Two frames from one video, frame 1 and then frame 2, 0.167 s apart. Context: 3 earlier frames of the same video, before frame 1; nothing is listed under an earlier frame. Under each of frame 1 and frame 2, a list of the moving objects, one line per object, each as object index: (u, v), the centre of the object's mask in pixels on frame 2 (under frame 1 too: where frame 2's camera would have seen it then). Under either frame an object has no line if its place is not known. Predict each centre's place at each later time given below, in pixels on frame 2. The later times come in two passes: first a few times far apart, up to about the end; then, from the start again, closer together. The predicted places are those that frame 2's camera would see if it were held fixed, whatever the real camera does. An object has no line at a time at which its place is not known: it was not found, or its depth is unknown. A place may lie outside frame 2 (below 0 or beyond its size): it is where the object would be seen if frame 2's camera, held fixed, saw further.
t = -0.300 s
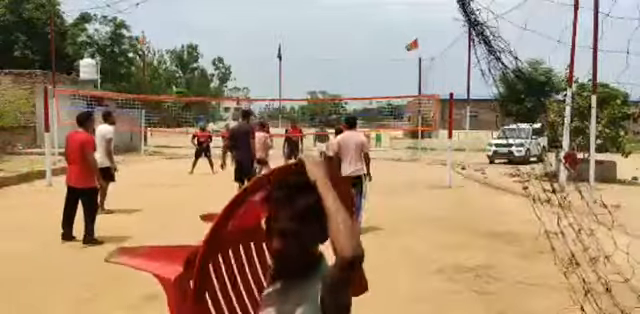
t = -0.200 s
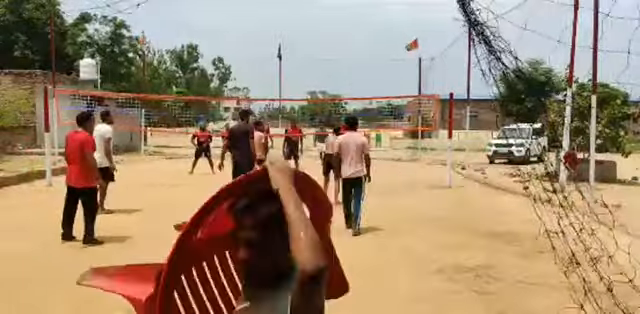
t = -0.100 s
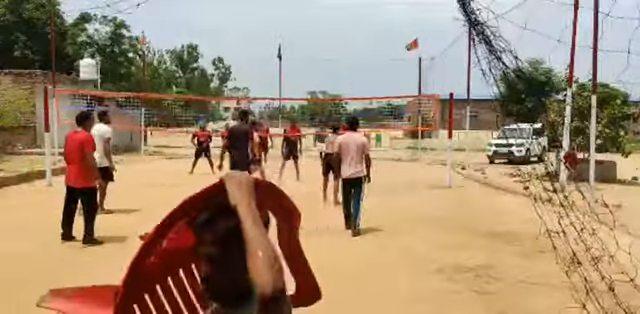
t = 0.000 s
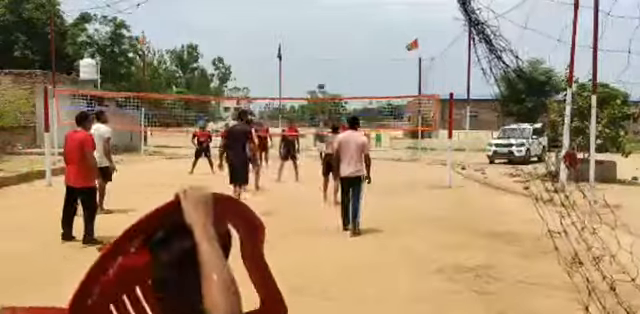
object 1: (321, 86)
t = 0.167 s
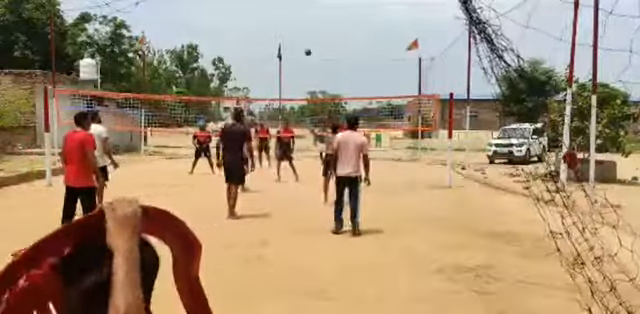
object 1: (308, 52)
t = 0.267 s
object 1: (301, 40)
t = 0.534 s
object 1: (286, 29)
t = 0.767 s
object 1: (275, 38)
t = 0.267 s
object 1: (301, 40)
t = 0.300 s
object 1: (299, 36)
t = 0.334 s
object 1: (297, 35)
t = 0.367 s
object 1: (295, 32)
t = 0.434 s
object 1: (291, 30)
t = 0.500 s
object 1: (288, 29)
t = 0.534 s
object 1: (286, 29)
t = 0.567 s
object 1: (285, 29)
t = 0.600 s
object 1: (283, 30)
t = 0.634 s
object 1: (281, 31)
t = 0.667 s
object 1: (280, 32)
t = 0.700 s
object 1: (278, 34)
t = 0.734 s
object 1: (277, 36)
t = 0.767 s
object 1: (275, 38)
